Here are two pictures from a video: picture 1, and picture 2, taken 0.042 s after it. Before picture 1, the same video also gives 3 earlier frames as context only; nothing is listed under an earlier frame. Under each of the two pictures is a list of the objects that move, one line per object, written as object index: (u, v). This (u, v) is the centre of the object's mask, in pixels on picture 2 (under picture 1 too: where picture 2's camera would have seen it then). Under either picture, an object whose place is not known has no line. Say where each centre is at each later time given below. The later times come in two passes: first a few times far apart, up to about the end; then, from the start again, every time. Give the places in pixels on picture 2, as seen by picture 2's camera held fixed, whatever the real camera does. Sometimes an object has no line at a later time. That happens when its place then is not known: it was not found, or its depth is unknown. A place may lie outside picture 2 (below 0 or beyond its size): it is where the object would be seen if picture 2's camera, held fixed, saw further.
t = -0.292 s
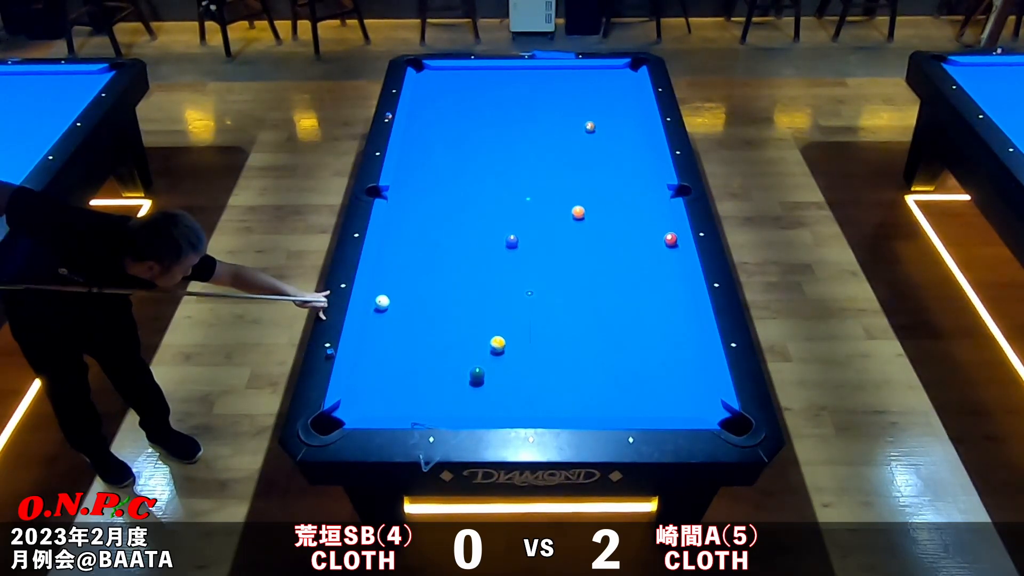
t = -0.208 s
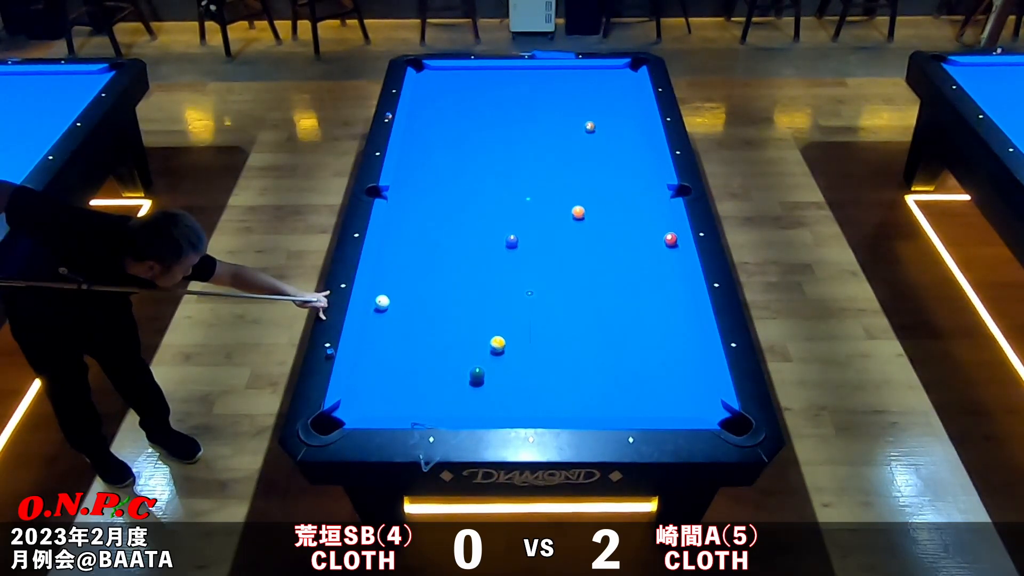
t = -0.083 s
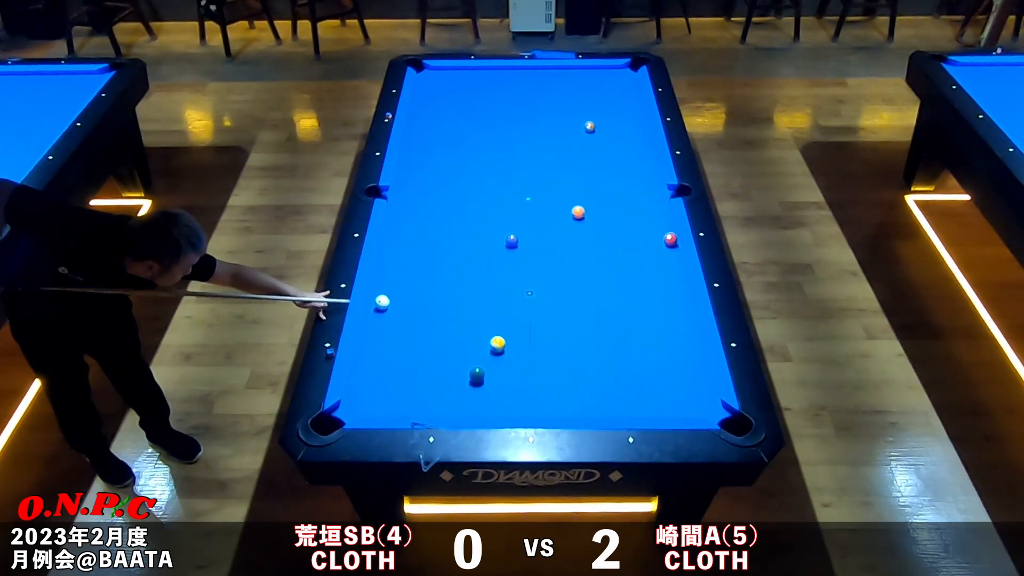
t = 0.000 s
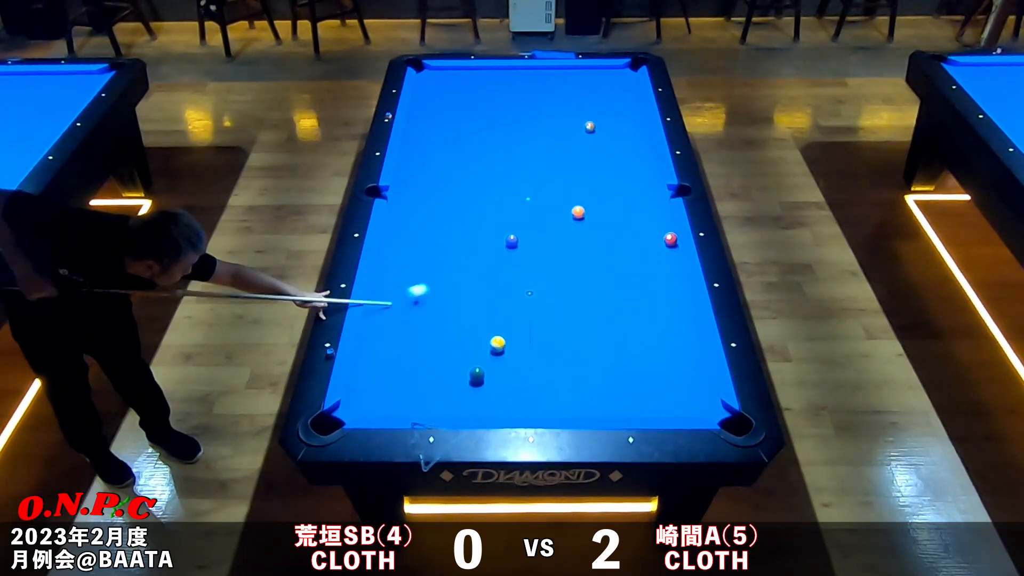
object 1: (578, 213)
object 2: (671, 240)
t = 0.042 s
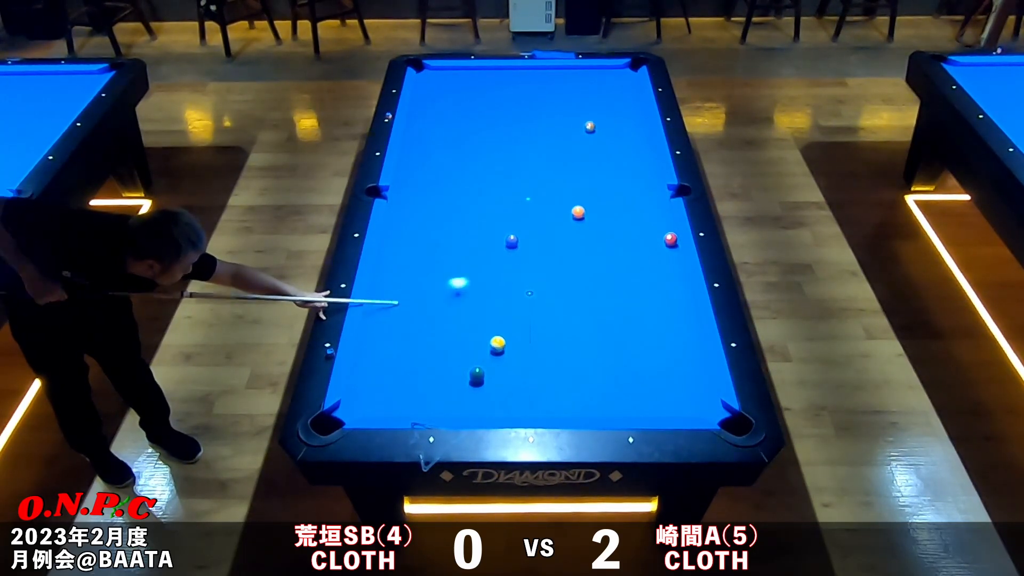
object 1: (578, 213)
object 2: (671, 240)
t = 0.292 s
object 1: (578, 213)
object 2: (671, 240)
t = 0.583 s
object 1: (578, 213)
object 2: (611, 222)
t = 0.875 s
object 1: (546, 201)
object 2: (579, 217)
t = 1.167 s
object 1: (511, 189)
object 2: (562, 216)
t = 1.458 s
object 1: (476, 177)
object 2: (546, 215)
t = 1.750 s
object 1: (446, 167)
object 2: (532, 215)
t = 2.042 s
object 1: (417, 157)
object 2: (520, 214)
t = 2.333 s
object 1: (411, 149)
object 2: (509, 214)
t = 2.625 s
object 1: (428, 143)
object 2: (500, 214)
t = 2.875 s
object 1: (440, 139)
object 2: (493, 214)
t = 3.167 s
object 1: (453, 135)
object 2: (487, 214)
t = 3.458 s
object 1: (465, 131)
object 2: (483, 213)
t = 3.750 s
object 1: (474, 128)
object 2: (480, 213)
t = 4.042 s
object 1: (483, 124)
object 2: (479, 214)
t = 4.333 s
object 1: (491, 122)
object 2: (479, 214)
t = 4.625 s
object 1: (497, 119)
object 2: (479, 214)
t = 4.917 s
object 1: (501, 117)
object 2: (479, 214)
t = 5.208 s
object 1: (505, 116)
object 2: (479, 214)
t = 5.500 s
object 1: (508, 115)
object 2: (479, 214)
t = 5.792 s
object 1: (509, 114)
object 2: (479, 214)
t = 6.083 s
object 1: (509, 114)
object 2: (479, 214)
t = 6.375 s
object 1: (509, 114)
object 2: (479, 214)
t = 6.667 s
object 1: (509, 114)
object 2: (479, 214)
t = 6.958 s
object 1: (509, 114)
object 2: (479, 214)
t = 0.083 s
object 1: (578, 213)
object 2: (670, 240)
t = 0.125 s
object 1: (578, 213)
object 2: (671, 240)
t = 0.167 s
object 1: (578, 213)
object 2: (671, 240)
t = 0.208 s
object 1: (578, 213)
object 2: (670, 240)
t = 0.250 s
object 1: (578, 213)
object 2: (671, 240)
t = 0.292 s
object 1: (578, 213)
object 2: (671, 240)
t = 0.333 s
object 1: (578, 213)
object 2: (671, 240)
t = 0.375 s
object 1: (578, 213)
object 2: (667, 235)
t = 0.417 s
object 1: (578, 213)
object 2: (656, 233)
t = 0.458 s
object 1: (578, 213)
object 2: (640, 229)
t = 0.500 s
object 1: (578, 213)
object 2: (631, 227)
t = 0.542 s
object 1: (578, 213)
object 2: (619, 224)
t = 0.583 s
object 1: (578, 213)
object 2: (611, 222)
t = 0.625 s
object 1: (578, 213)
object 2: (600, 218)
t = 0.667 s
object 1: (578, 213)
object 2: (591, 217)
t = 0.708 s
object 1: (570, 210)
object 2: (589, 217)
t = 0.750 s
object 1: (564, 208)
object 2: (587, 217)
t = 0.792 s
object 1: (557, 205)
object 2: (584, 217)
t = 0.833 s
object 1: (552, 204)
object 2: (582, 217)
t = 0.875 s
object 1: (546, 201)
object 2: (579, 217)
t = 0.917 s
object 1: (542, 200)
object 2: (577, 217)
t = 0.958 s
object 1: (535, 198)
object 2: (574, 217)
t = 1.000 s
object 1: (531, 196)
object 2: (572, 217)
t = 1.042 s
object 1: (525, 194)
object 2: (569, 216)
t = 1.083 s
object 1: (521, 193)
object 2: (567, 216)
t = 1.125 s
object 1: (514, 191)
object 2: (564, 216)
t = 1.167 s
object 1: (511, 189)
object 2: (562, 216)
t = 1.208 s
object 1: (504, 187)
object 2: (559, 216)
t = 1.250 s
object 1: (500, 186)
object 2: (557, 216)
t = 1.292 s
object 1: (495, 184)
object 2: (555, 216)
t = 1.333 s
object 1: (491, 182)
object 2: (553, 216)
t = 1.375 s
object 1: (485, 180)
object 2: (550, 216)
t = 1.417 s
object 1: (482, 179)
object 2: (548, 216)
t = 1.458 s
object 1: (476, 177)
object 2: (546, 215)
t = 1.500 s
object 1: (472, 176)
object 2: (544, 215)
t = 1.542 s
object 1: (467, 174)
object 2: (542, 215)
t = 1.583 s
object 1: (463, 173)
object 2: (540, 215)
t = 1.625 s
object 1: (458, 171)
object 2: (538, 215)
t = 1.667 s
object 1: (454, 170)
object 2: (536, 215)
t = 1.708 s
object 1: (450, 168)
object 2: (534, 215)
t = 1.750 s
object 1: (446, 167)
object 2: (532, 215)
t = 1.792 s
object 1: (441, 165)
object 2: (530, 215)
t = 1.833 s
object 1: (438, 164)
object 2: (529, 215)
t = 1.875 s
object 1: (433, 162)
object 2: (526, 215)
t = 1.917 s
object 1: (429, 161)
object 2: (525, 215)
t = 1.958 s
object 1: (425, 159)
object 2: (523, 215)
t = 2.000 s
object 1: (421, 158)
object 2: (522, 214)
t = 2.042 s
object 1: (417, 157)
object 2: (520, 214)
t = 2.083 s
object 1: (414, 156)
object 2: (518, 214)
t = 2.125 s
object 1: (409, 154)
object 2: (516, 214)
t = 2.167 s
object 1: (406, 153)
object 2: (515, 214)
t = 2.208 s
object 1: (405, 151)
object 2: (513, 214)
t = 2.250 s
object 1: (407, 151)
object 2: (512, 214)
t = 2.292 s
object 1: (409, 150)
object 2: (510, 214)
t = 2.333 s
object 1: (411, 149)
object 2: (509, 214)
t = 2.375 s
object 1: (414, 148)
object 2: (507, 214)
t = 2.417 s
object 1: (416, 148)
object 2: (506, 214)
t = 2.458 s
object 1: (419, 146)
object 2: (504, 214)
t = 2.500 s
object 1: (421, 146)
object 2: (503, 214)
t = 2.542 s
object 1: (423, 145)
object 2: (502, 214)
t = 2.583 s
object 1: (425, 145)
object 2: (501, 214)
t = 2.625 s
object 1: (428, 143)
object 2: (500, 214)
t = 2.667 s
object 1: (429, 143)
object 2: (499, 214)
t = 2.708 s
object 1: (432, 142)
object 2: (497, 214)
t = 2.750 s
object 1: (434, 142)
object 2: (496, 214)
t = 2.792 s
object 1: (436, 140)
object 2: (495, 214)
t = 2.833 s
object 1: (438, 140)
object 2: (494, 214)
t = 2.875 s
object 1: (440, 139)
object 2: (493, 214)
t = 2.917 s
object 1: (441, 139)
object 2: (493, 214)
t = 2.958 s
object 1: (444, 138)
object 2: (491, 214)
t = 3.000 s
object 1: (445, 137)
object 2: (491, 214)
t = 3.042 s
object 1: (448, 137)
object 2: (490, 214)
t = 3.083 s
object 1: (449, 136)
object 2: (489, 214)
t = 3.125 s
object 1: (451, 136)
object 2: (488, 214)
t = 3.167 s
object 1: (453, 135)
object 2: (487, 214)
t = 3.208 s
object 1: (455, 134)
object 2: (486, 214)
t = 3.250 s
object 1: (456, 134)
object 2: (486, 214)
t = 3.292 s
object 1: (458, 133)
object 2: (485, 214)
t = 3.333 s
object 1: (459, 133)
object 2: (485, 214)
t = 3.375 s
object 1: (462, 132)
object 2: (484, 214)
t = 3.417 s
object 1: (463, 131)
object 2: (483, 213)
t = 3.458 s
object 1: (465, 131)
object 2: (483, 213)
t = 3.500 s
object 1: (466, 131)
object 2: (482, 214)
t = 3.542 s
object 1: (468, 130)
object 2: (482, 213)
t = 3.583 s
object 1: (469, 130)
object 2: (481, 213)
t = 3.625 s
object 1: (470, 129)
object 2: (481, 213)
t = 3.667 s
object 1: (471, 128)
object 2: (481, 213)
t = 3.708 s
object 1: (473, 128)
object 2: (480, 213)
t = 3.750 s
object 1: (474, 128)
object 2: (480, 213)
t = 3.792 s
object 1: (476, 127)
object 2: (480, 214)
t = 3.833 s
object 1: (477, 127)
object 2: (480, 214)
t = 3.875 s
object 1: (479, 126)
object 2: (479, 214)
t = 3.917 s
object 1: (480, 126)
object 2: (479, 214)
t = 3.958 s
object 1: (481, 125)
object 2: (479, 214)
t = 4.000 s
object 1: (482, 125)
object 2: (479, 214)
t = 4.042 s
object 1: (483, 124)
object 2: (479, 214)
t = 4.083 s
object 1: (484, 124)
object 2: (479, 214)
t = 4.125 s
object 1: (486, 124)
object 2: (479, 214)
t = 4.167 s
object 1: (487, 123)
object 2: (479, 214)
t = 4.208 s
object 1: (488, 123)
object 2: (479, 214)
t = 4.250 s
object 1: (489, 122)
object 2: (479, 214)
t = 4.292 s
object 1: (490, 122)
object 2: (479, 214)
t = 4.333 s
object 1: (491, 122)
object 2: (479, 214)
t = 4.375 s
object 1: (492, 121)
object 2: (479, 214)
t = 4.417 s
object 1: (493, 121)
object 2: (479, 214)
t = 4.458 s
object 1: (494, 121)
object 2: (479, 214)
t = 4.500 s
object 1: (494, 120)
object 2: (479, 214)
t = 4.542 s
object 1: (495, 120)
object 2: (479, 214)
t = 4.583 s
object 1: (496, 120)
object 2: (479, 214)
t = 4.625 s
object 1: (497, 119)
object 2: (479, 214)
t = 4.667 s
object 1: (497, 119)
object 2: (479, 214)
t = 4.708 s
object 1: (498, 119)
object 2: (479, 214)
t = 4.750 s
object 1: (499, 119)
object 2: (479, 214)
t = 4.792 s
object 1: (500, 118)
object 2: (479, 214)
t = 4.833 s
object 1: (500, 118)
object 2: (479, 214)
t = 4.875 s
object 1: (501, 118)
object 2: (479, 214)
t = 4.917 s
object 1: (501, 117)
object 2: (479, 214)
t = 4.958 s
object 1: (502, 117)
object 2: (479, 214)
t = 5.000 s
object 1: (503, 117)
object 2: (479, 214)
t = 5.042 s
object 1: (503, 117)
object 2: (479, 214)
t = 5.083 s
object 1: (504, 117)
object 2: (479, 214)
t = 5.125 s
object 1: (504, 116)
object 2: (479, 214)
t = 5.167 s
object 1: (505, 116)
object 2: (479, 214)
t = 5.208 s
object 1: (505, 116)
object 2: (479, 214)
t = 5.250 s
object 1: (506, 116)
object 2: (479, 214)
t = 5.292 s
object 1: (506, 116)
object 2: (479, 214)
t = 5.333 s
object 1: (506, 116)
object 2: (479, 214)
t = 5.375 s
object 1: (507, 115)
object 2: (479, 214)
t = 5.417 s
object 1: (507, 115)
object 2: (479, 214)
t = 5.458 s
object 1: (508, 115)
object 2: (479, 214)
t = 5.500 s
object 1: (508, 115)
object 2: (479, 214)
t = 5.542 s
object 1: (508, 115)
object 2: (479, 214)
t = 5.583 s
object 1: (508, 115)
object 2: (479, 214)
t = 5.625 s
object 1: (509, 114)
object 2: (479, 214)
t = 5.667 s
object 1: (509, 114)
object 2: (479, 214)
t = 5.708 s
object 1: (509, 114)
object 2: (479, 214)
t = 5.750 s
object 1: (509, 114)
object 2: (479, 214)
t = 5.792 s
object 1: (509, 114)
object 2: (479, 214)
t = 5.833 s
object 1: (509, 114)
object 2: (479, 214)
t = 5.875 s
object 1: (509, 114)
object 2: (479, 214)
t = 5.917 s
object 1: (509, 114)
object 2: (479, 214)
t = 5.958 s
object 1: (509, 114)
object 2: (479, 214)
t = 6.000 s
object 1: (509, 114)
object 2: (479, 214)
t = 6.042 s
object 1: (509, 114)
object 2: (479, 214)
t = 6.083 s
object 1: (509, 114)
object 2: (479, 214)
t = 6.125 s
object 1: (509, 114)
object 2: (479, 214)
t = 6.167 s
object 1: (509, 114)
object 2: (479, 214)
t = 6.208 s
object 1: (509, 114)
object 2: (479, 214)
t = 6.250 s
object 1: (509, 114)
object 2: (479, 214)
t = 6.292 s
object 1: (509, 114)
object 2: (479, 214)
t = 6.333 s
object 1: (509, 114)
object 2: (479, 214)
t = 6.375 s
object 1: (509, 114)
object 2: (479, 214)
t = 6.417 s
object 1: (509, 114)
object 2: (479, 214)
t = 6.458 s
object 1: (509, 114)
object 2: (479, 214)
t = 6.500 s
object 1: (509, 114)
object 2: (479, 214)
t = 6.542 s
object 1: (509, 114)
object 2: (479, 214)
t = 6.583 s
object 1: (509, 114)
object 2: (479, 214)
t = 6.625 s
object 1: (509, 114)
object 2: (479, 214)
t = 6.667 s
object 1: (509, 114)
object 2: (479, 214)
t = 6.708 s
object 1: (509, 114)
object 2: (479, 214)
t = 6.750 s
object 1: (509, 114)
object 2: (479, 214)
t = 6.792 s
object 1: (509, 114)
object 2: (479, 214)
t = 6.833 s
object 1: (509, 114)
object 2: (479, 214)
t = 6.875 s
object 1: (509, 114)
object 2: (479, 214)
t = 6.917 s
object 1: (509, 114)
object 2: (479, 214)
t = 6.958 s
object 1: (509, 114)
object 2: (479, 214)
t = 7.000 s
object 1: (509, 114)
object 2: (479, 214)
